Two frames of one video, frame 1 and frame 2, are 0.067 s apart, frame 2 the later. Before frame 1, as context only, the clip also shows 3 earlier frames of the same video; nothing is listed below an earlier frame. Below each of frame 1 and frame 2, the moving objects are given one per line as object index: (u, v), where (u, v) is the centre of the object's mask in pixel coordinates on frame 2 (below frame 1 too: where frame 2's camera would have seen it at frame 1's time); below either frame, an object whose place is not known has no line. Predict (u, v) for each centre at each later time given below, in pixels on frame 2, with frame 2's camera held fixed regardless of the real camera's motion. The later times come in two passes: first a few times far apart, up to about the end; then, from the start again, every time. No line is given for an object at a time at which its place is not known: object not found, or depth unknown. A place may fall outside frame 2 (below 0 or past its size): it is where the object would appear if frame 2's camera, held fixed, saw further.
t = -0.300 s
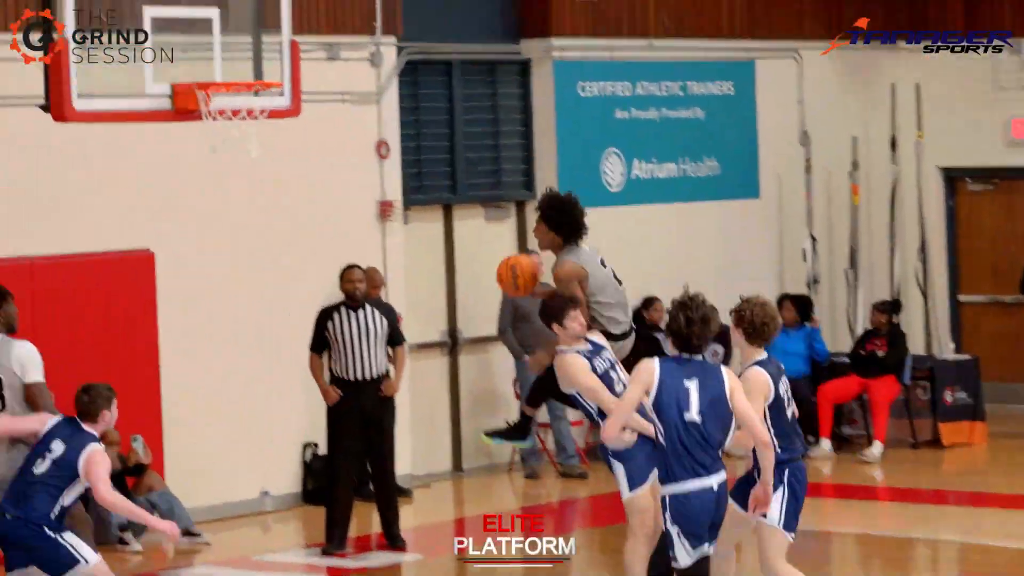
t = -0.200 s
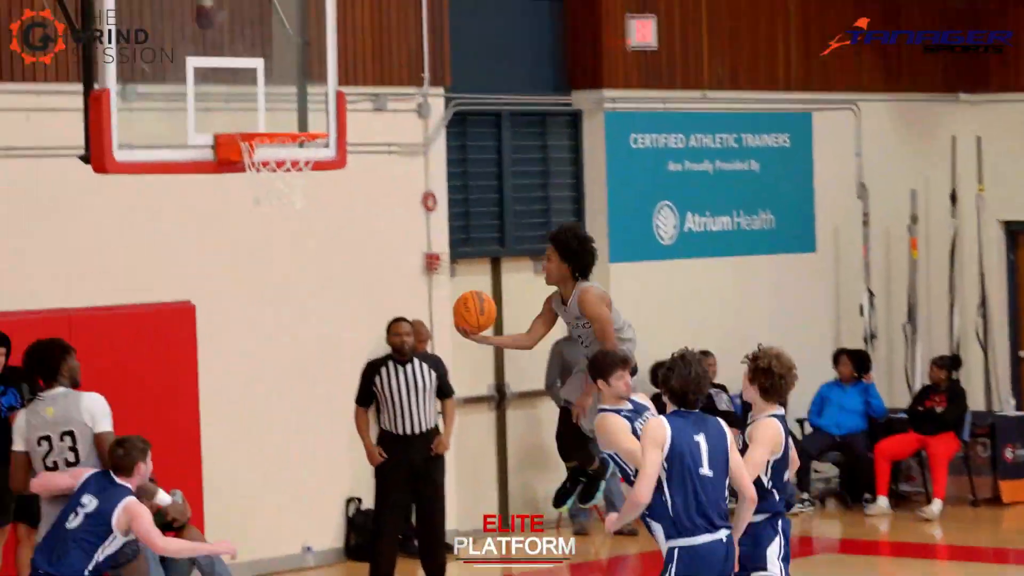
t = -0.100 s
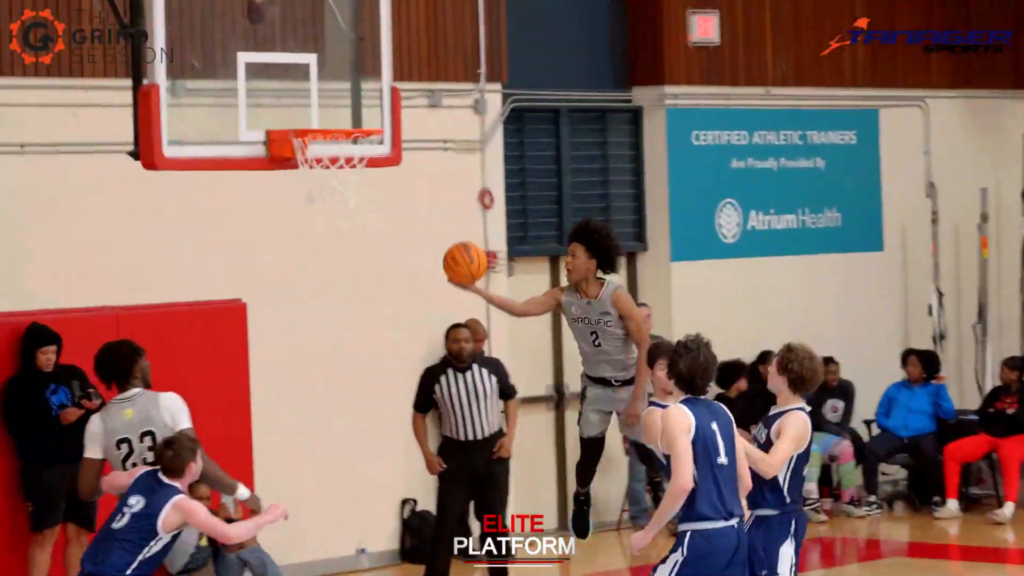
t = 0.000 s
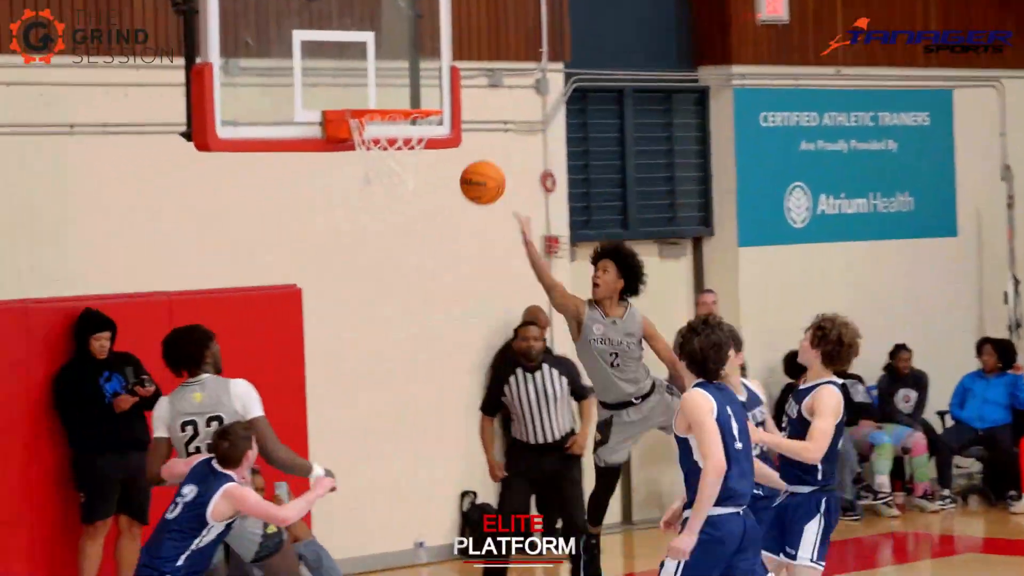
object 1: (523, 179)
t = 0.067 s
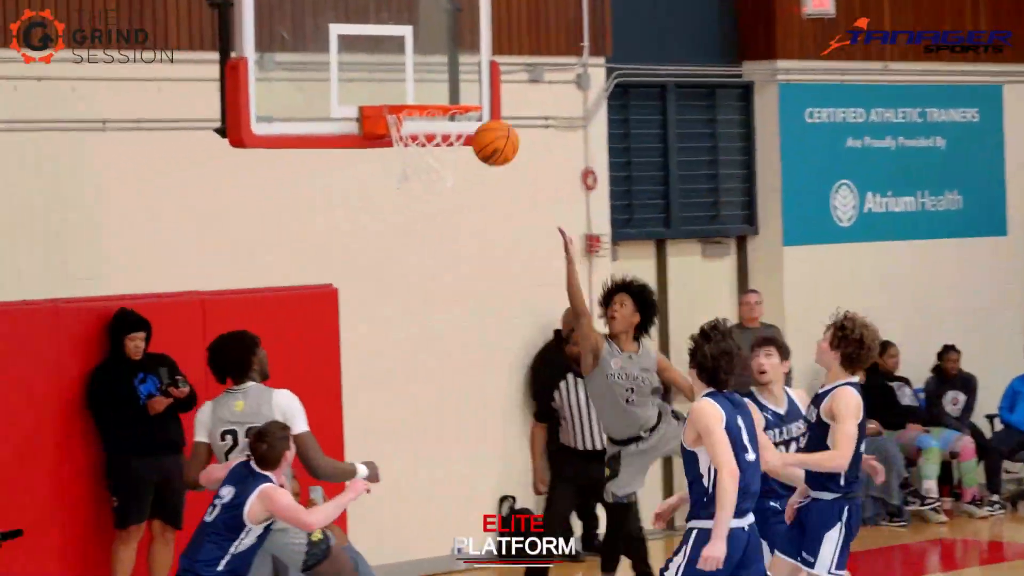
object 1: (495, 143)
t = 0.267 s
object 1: (435, 82)
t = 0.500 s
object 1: (426, 107)
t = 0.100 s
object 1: (486, 131)
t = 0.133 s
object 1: (474, 105)
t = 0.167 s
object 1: (454, 94)
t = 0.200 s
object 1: (440, 90)
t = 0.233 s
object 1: (436, 85)
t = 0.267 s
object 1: (435, 82)
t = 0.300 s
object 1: (433, 78)
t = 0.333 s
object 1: (431, 77)
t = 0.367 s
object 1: (430, 78)
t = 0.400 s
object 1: (429, 82)
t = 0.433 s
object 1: (428, 86)
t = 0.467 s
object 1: (427, 95)
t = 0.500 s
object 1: (426, 107)
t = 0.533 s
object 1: (425, 120)
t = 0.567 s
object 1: (423, 132)
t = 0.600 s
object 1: (424, 146)
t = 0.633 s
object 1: (425, 151)
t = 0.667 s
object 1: (427, 154)
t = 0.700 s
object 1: (431, 156)
